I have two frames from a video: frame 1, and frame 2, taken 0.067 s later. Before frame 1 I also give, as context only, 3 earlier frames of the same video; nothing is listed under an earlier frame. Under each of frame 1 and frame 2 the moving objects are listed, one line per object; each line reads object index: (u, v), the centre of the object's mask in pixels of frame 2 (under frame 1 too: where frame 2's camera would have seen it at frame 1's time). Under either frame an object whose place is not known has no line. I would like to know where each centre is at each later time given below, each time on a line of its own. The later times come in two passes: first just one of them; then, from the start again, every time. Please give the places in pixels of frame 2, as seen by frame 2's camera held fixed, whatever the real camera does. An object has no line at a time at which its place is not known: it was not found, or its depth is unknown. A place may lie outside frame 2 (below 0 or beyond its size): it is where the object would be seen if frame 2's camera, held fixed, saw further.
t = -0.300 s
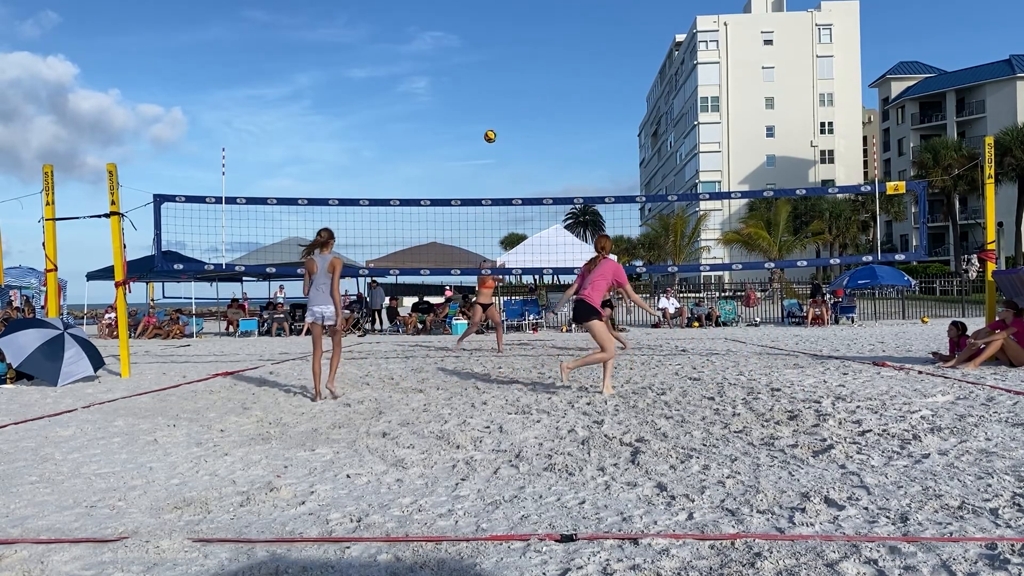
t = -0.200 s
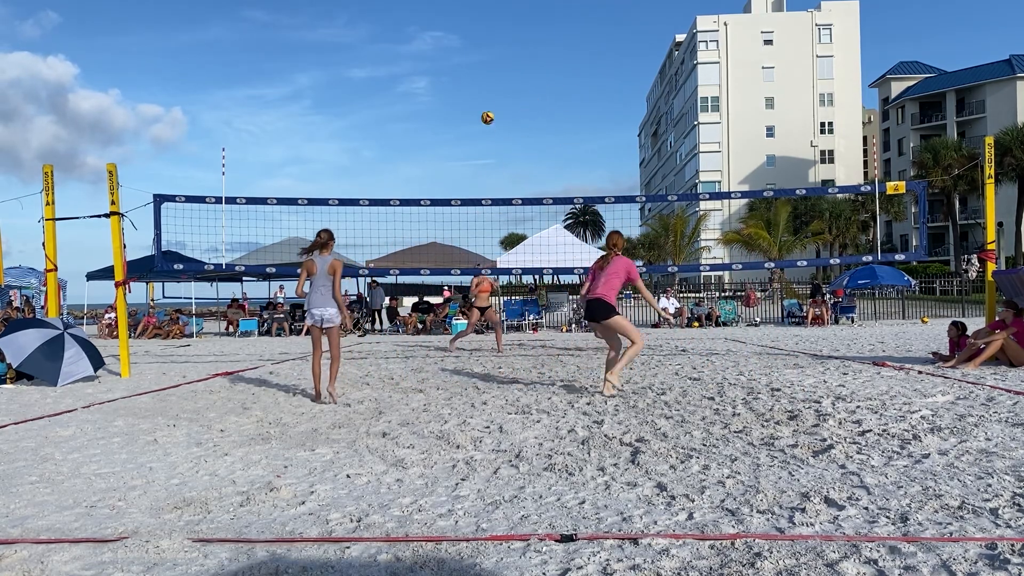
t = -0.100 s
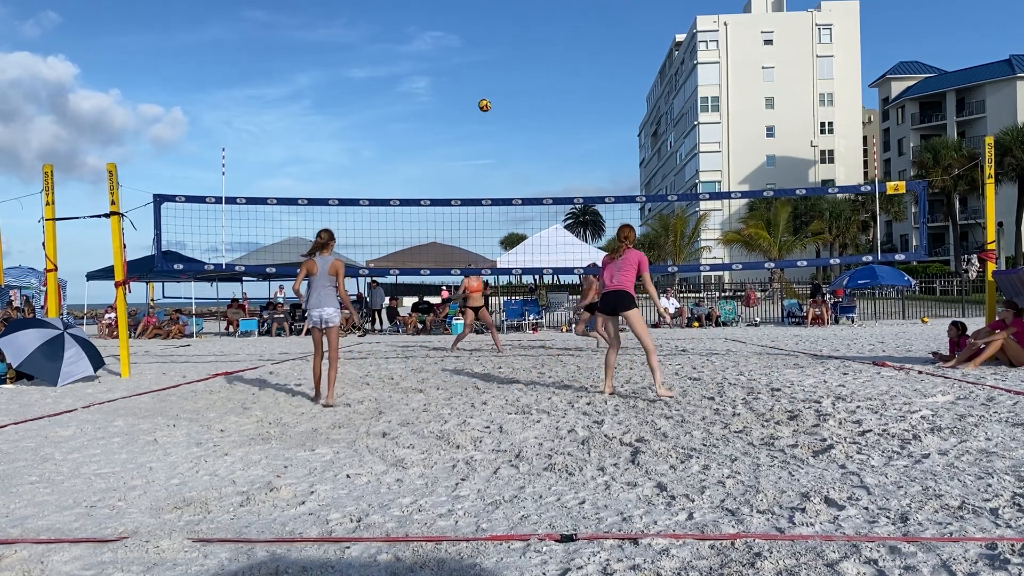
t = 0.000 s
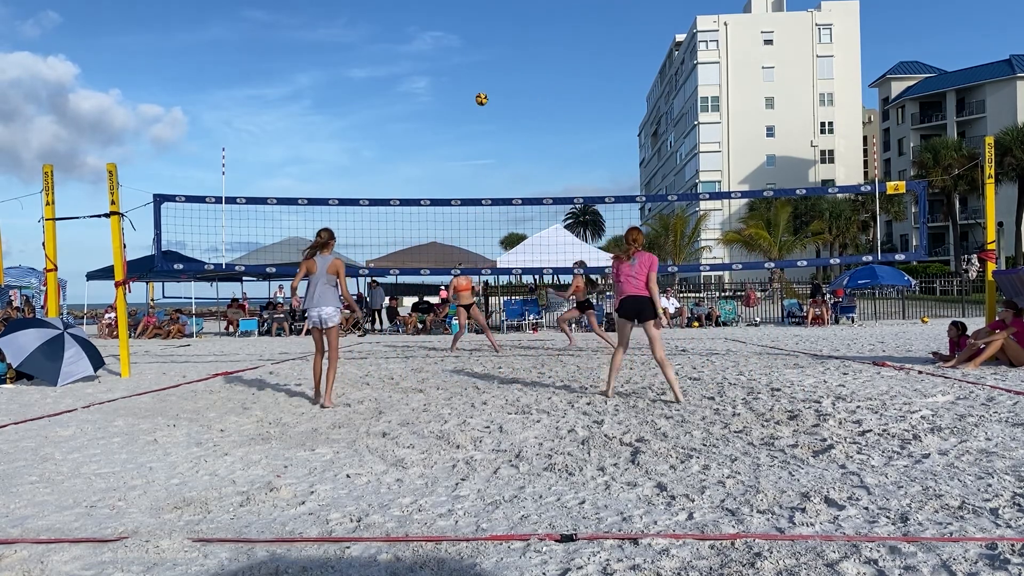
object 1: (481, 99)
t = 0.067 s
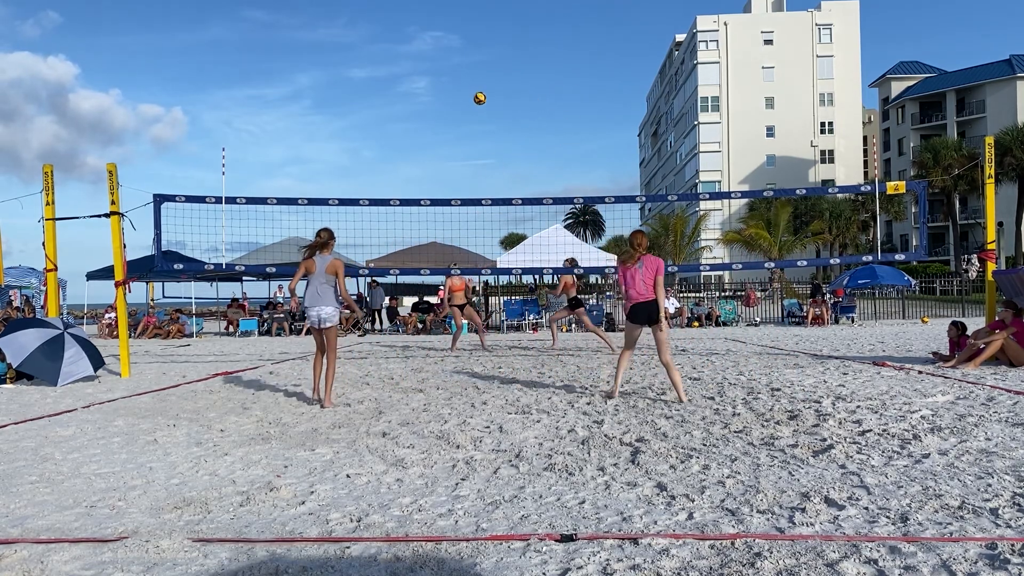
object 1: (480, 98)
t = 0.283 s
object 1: (473, 113)
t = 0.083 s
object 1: (479, 98)
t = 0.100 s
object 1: (478, 99)
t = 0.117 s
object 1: (478, 99)
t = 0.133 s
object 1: (478, 100)
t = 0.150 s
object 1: (477, 100)
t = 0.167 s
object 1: (477, 102)
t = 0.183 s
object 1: (476, 103)
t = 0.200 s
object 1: (476, 104)
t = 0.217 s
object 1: (475, 106)
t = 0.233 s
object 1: (475, 107)
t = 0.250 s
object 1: (474, 109)
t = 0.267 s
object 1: (474, 111)
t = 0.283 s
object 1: (473, 113)
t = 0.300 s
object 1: (473, 115)
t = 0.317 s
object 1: (472, 118)
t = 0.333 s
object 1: (471, 121)
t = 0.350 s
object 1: (471, 124)
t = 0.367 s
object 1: (470, 126)
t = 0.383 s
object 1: (470, 130)
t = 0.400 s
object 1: (469, 133)
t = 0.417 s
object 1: (469, 136)
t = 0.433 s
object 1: (468, 140)
